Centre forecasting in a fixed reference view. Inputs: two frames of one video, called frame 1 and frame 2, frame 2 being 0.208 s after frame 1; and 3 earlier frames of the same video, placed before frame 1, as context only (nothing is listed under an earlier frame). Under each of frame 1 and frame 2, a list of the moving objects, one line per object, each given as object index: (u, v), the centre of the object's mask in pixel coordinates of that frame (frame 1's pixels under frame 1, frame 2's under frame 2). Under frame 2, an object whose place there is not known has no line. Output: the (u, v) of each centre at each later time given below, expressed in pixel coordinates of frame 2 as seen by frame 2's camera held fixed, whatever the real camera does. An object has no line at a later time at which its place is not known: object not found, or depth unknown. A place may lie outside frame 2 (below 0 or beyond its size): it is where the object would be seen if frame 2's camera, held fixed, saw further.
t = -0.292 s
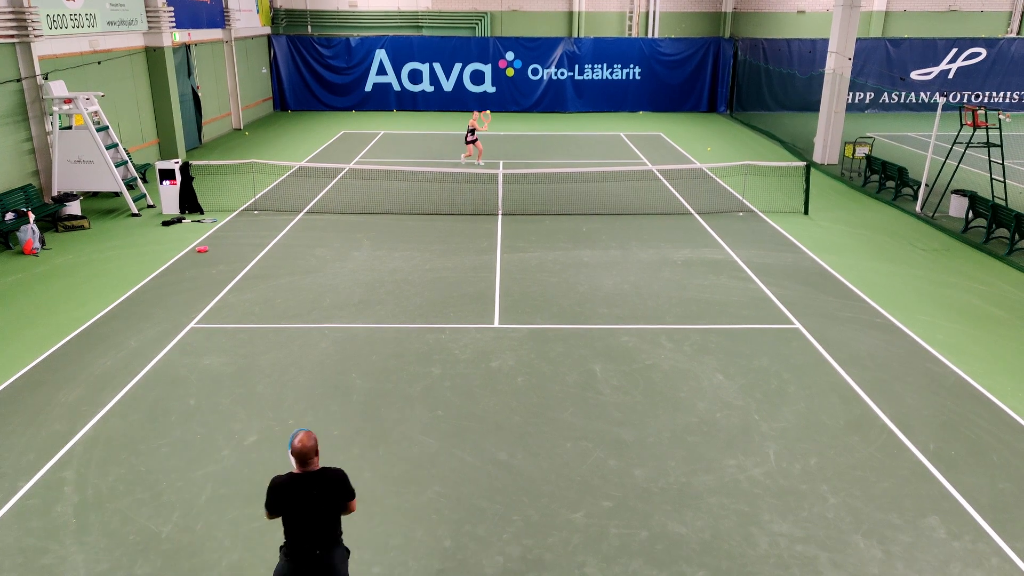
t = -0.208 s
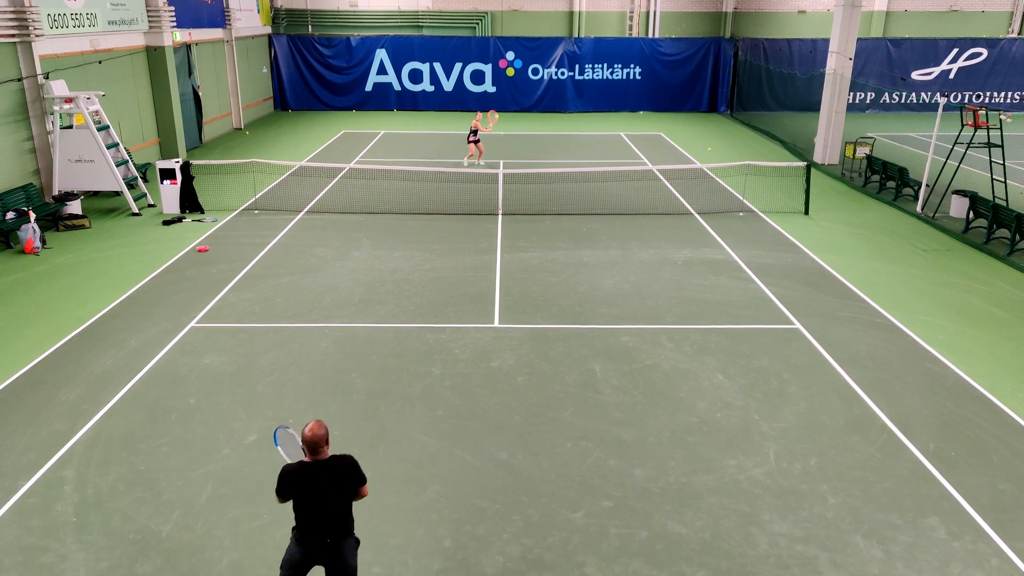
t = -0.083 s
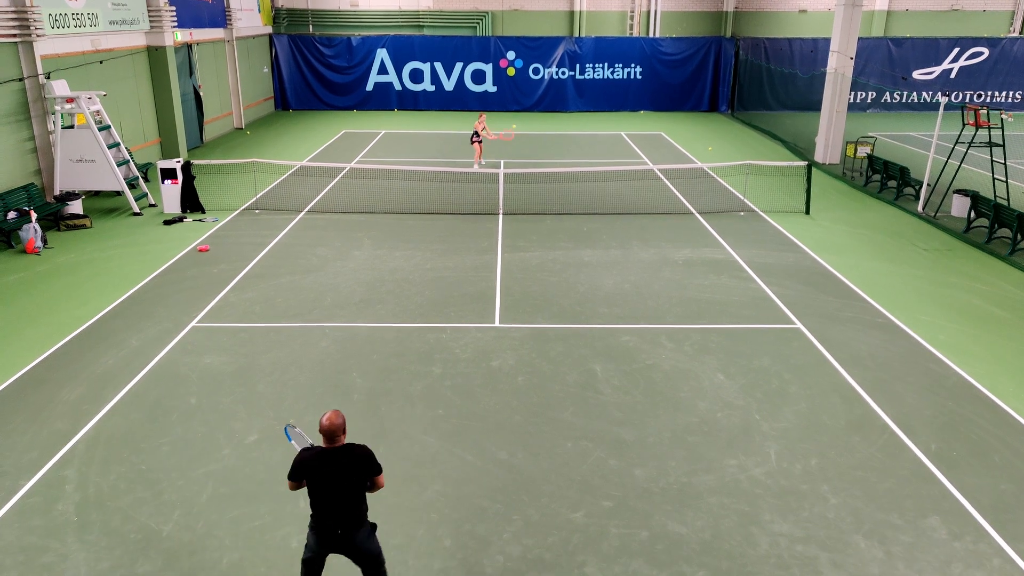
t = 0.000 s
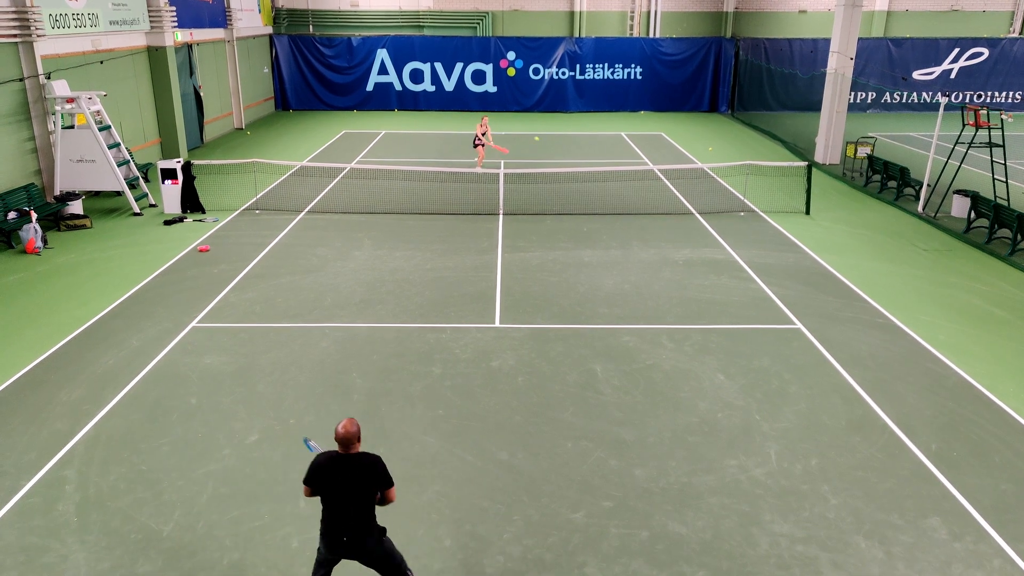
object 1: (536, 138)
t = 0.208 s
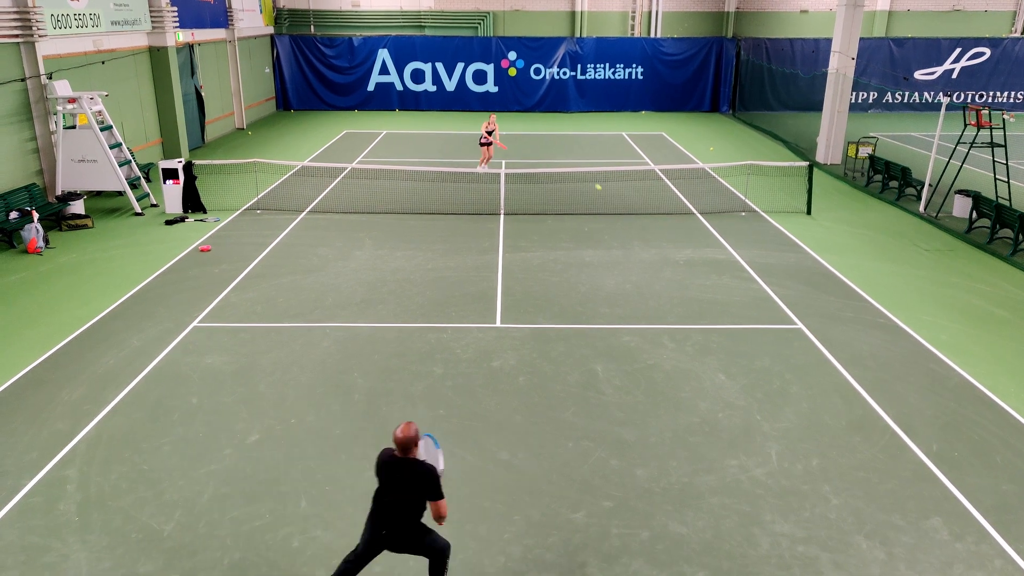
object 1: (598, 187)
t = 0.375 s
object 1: (660, 253)
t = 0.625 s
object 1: (783, 321)
